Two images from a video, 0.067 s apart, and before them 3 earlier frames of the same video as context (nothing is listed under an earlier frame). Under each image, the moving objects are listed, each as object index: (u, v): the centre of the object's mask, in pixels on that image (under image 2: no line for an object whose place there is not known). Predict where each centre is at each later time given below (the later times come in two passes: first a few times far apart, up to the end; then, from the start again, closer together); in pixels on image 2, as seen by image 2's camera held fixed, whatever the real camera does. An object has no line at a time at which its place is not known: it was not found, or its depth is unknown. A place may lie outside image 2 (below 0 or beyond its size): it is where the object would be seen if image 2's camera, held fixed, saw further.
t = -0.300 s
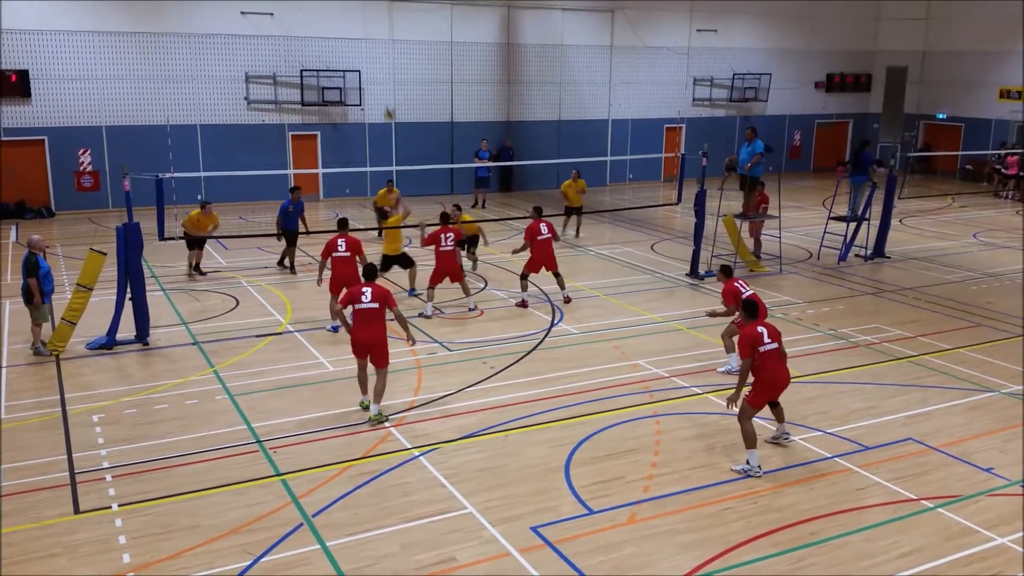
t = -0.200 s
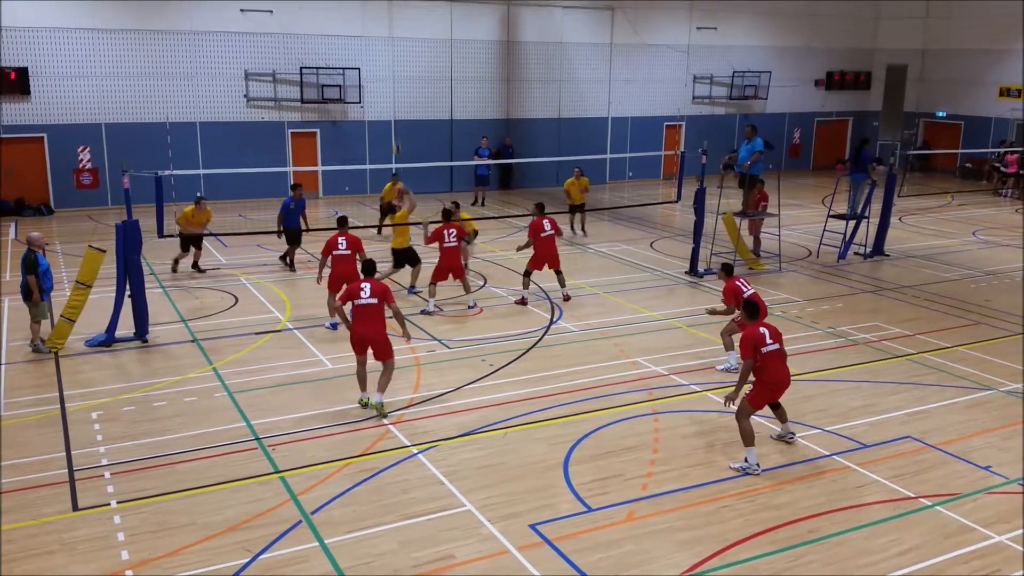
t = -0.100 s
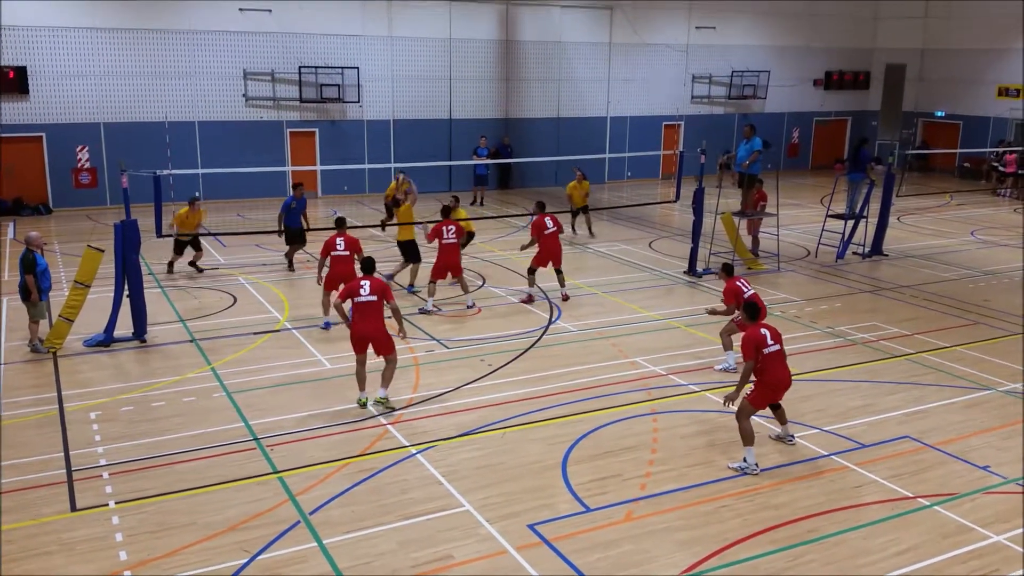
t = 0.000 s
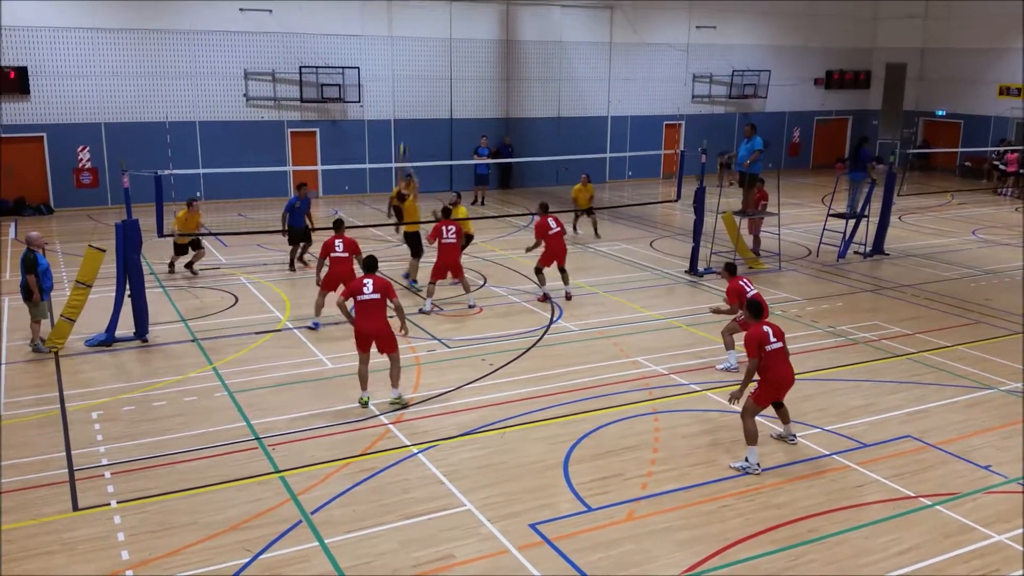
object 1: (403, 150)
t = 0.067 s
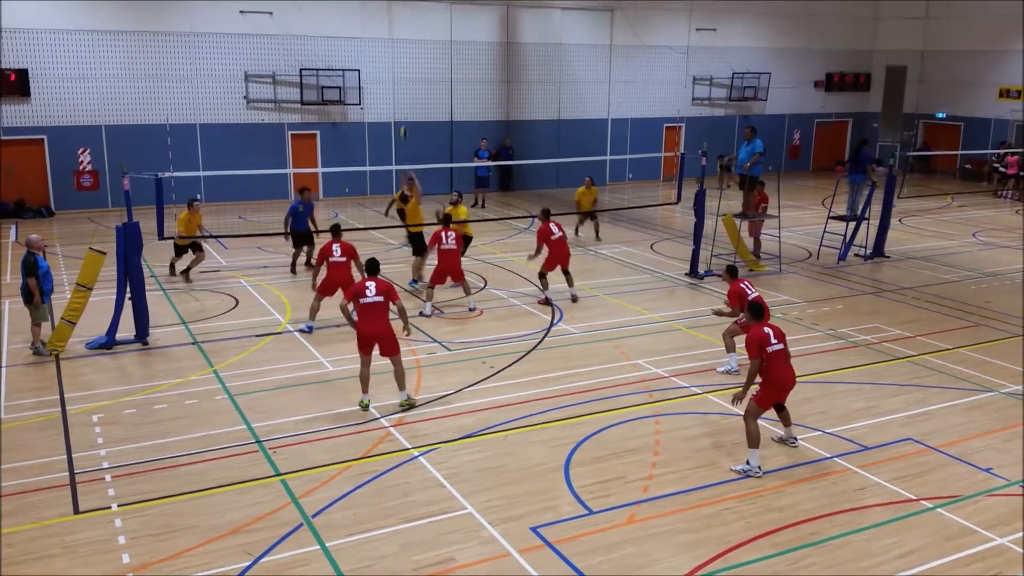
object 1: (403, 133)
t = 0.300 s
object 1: (405, 87)
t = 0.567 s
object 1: (411, 71)
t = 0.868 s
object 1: (417, 99)
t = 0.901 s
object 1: (418, 105)
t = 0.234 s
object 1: (405, 96)
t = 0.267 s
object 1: (405, 91)
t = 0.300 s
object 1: (405, 87)
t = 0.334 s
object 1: (407, 82)
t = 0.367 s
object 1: (408, 78)
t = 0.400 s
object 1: (408, 76)
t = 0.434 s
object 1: (409, 74)
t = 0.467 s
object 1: (409, 72)
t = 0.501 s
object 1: (410, 71)
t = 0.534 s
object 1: (411, 71)
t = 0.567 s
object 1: (411, 71)
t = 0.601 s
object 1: (412, 71)
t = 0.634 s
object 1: (413, 73)
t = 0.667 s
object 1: (413, 75)
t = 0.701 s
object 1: (414, 77)
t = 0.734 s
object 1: (415, 80)
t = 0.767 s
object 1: (415, 84)
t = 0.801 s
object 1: (416, 89)
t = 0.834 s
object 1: (416, 93)
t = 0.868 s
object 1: (417, 99)
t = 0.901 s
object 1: (418, 105)
